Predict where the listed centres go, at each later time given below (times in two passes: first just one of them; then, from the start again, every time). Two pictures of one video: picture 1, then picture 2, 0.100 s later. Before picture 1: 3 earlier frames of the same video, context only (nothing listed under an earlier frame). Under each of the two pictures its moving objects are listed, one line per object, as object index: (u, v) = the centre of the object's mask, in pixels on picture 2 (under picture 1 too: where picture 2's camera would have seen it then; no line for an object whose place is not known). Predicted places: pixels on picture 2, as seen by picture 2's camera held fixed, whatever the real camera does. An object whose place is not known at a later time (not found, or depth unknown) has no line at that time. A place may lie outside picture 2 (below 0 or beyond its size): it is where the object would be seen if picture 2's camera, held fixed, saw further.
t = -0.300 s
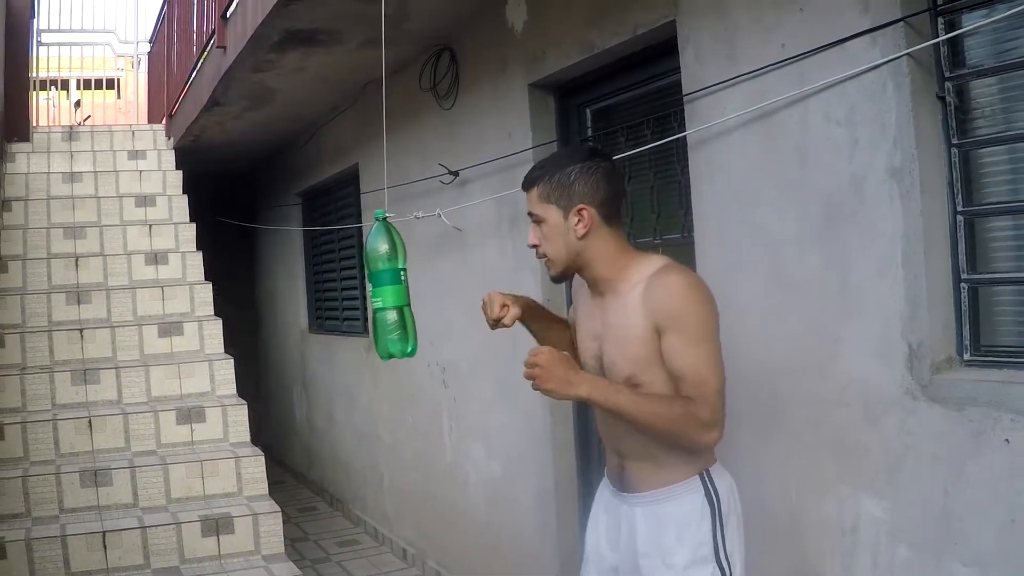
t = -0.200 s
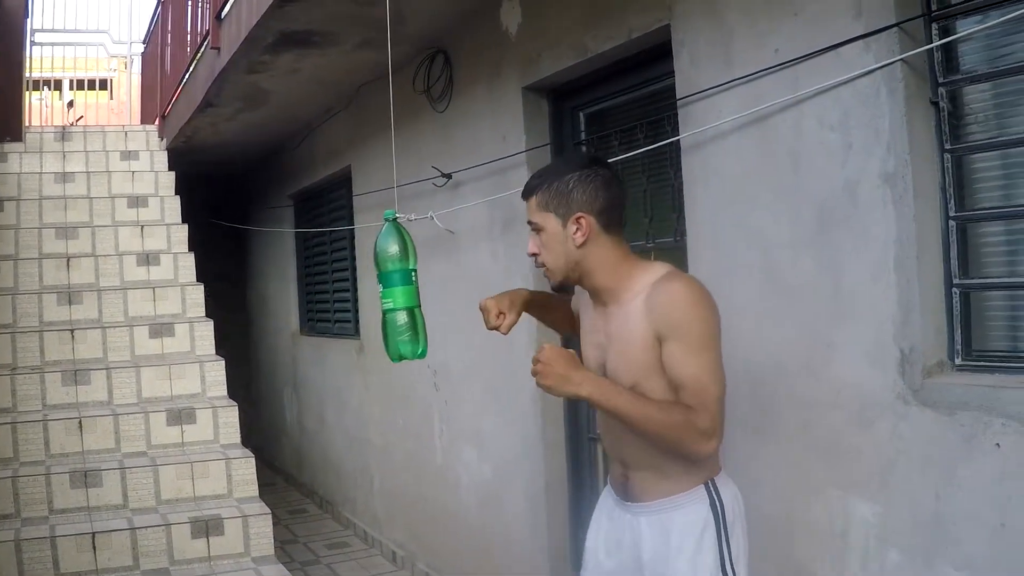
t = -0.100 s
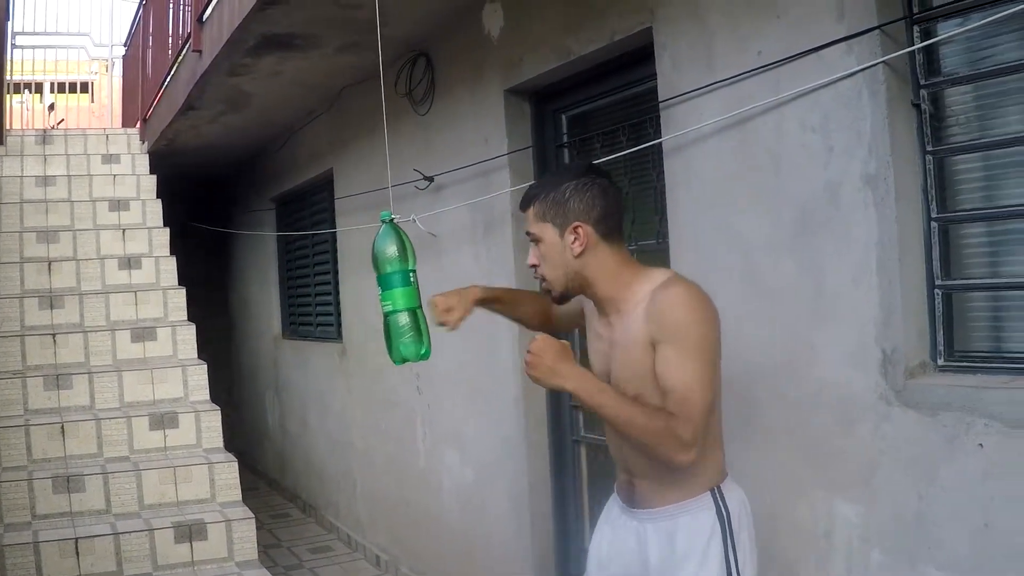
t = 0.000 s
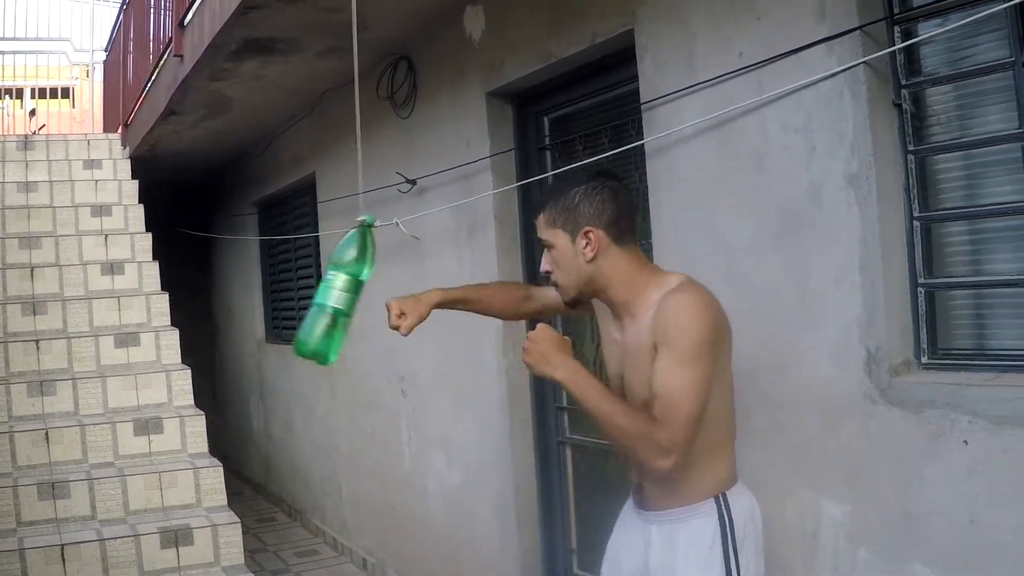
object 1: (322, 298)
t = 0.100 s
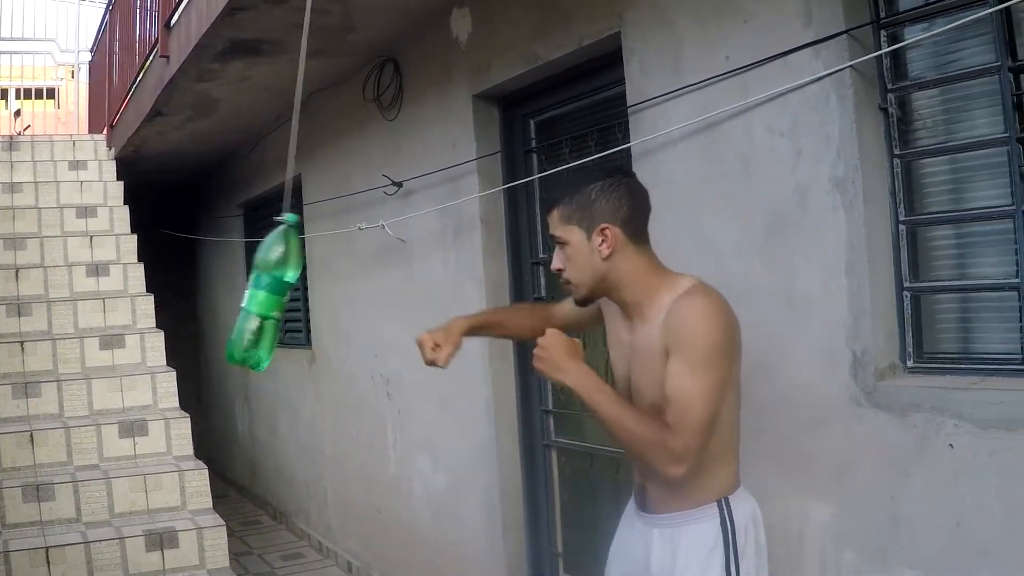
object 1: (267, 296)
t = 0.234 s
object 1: (198, 282)
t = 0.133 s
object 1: (248, 292)
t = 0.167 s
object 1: (230, 288)
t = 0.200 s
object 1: (212, 284)
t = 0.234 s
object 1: (198, 282)
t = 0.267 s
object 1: (183, 282)
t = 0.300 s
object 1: (170, 281)
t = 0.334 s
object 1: (160, 277)
